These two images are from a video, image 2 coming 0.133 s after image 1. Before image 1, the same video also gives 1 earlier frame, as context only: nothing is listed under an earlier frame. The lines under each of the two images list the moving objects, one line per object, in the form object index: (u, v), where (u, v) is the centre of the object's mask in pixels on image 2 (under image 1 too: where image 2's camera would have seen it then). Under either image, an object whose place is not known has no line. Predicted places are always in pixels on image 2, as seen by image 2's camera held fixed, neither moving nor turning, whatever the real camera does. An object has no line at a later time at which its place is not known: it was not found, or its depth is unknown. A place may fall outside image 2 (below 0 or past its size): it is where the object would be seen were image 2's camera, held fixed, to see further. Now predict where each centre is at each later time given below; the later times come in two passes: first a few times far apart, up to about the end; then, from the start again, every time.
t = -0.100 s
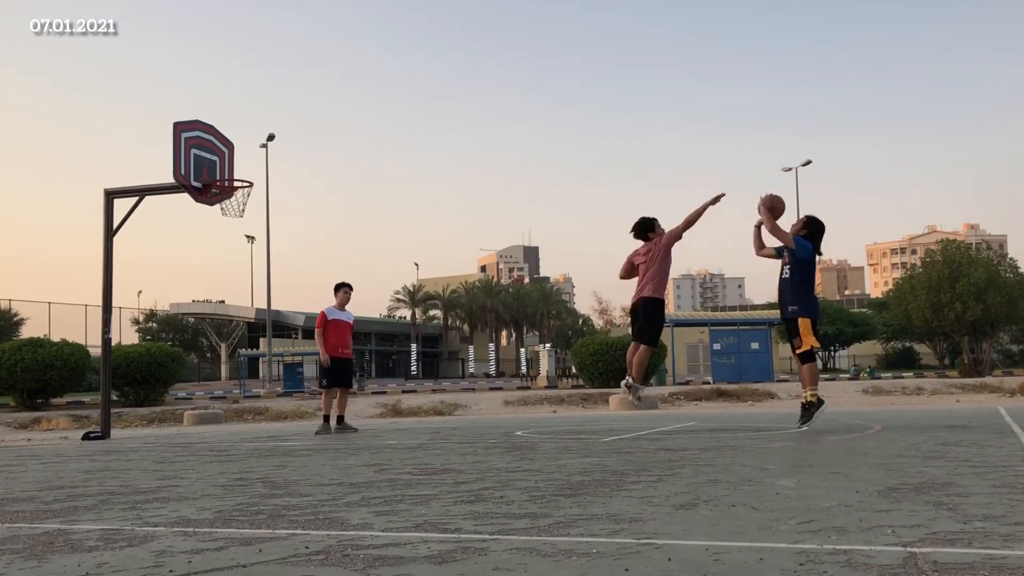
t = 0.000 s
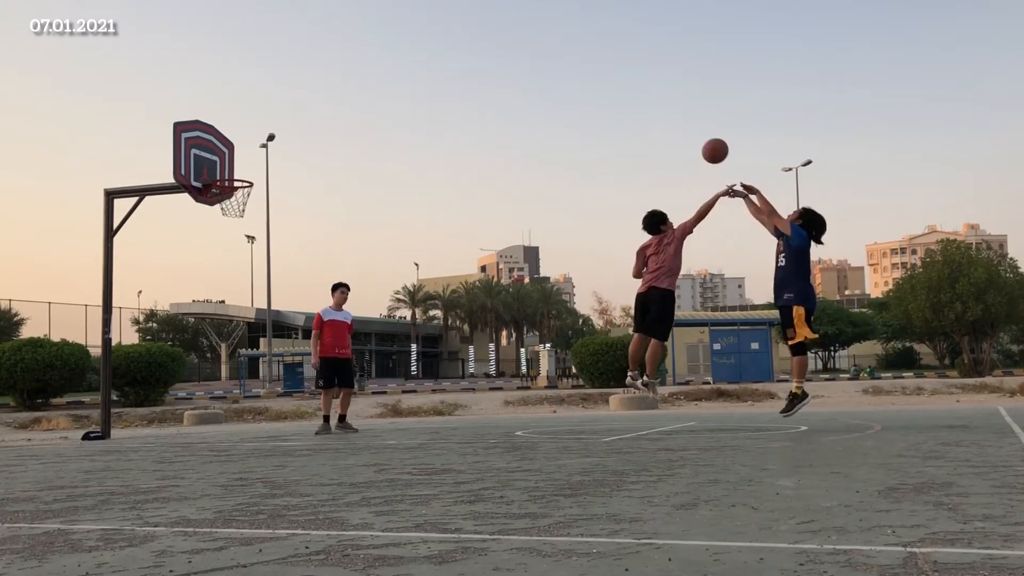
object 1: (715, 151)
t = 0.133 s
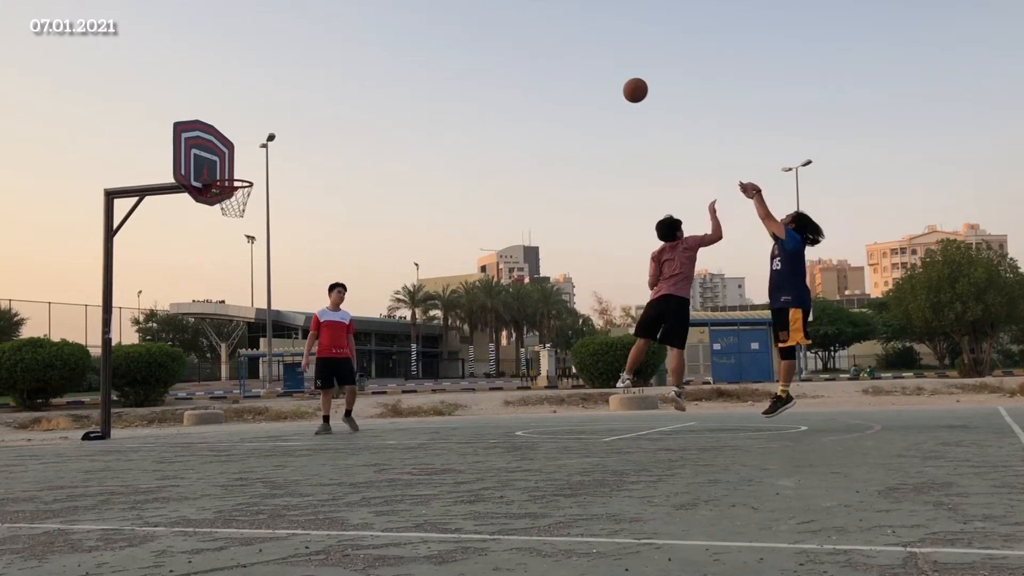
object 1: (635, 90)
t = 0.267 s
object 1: (562, 51)
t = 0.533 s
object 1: (434, 30)
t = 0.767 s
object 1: (337, 63)
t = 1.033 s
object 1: (240, 152)
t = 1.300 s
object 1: (238, 138)
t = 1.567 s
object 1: (297, 139)
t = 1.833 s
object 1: (356, 194)
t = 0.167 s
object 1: (616, 78)
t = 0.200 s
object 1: (598, 68)
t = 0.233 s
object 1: (580, 59)
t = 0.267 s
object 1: (562, 51)
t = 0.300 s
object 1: (545, 44)
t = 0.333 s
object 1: (528, 39)
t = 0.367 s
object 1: (512, 35)
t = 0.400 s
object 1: (496, 31)
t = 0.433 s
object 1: (480, 29)
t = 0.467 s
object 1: (464, 29)
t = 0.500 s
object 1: (449, 29)
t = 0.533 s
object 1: (434, 30)
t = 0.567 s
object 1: (420, 32)
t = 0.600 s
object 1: (405, 35)
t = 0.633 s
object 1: (391, 39)
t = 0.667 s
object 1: (377, 44)
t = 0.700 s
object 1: (364, 49)
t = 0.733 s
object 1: (350, 56)
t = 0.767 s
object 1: (337, 63)
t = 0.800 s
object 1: (324, 72)
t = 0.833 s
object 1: (312, 81)
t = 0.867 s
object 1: (299, 91)
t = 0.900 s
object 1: (287, 102)
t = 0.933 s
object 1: (275, 113)
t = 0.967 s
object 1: (263, 125)
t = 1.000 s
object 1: (251, 138)
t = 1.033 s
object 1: (240, 152)
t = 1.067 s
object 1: (229, 167)
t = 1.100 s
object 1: (221, 170)
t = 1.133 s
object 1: (217, 164)
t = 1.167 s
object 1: (214, 160)
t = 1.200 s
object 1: (214, 153)
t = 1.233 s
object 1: (221, 148)
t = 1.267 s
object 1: (231, 143)
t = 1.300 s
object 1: (238, 138)
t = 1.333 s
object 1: (245, 135)
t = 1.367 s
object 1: (253, 133)
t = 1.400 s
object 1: (260, 132)
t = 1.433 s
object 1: (267, 132)
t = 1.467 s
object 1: (275, 132)
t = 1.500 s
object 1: (282, 133)
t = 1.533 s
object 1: (290, 136)
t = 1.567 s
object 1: (297, 139)
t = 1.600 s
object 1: (305, 143)
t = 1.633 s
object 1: (312, 147)
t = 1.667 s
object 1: (319, 153)
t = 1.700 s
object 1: (327, 159)
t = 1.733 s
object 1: (334, 167)
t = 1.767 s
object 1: (342, 175)
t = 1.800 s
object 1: (349, 184)
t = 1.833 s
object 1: (356, 194)
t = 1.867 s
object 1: (364, 204)
